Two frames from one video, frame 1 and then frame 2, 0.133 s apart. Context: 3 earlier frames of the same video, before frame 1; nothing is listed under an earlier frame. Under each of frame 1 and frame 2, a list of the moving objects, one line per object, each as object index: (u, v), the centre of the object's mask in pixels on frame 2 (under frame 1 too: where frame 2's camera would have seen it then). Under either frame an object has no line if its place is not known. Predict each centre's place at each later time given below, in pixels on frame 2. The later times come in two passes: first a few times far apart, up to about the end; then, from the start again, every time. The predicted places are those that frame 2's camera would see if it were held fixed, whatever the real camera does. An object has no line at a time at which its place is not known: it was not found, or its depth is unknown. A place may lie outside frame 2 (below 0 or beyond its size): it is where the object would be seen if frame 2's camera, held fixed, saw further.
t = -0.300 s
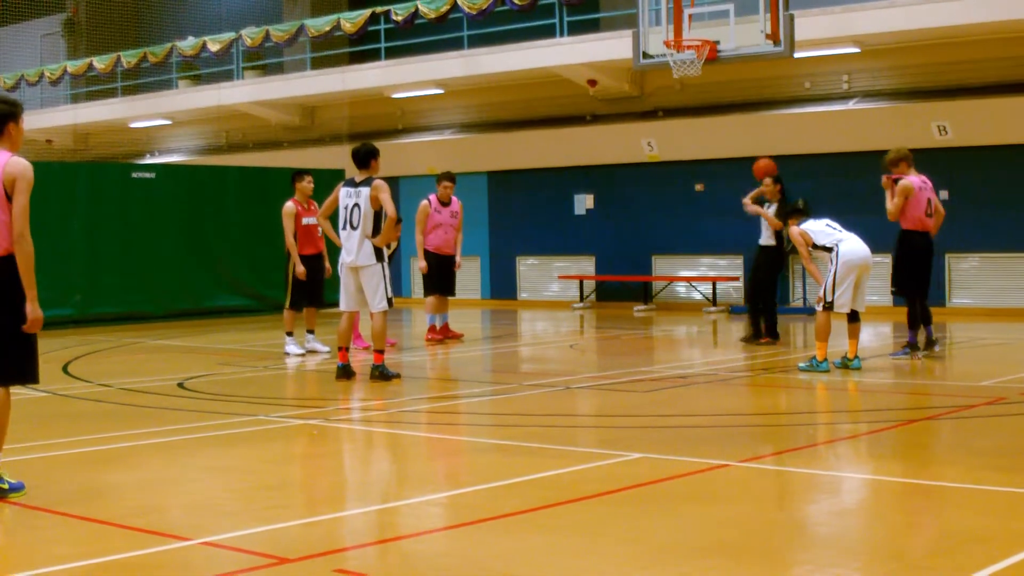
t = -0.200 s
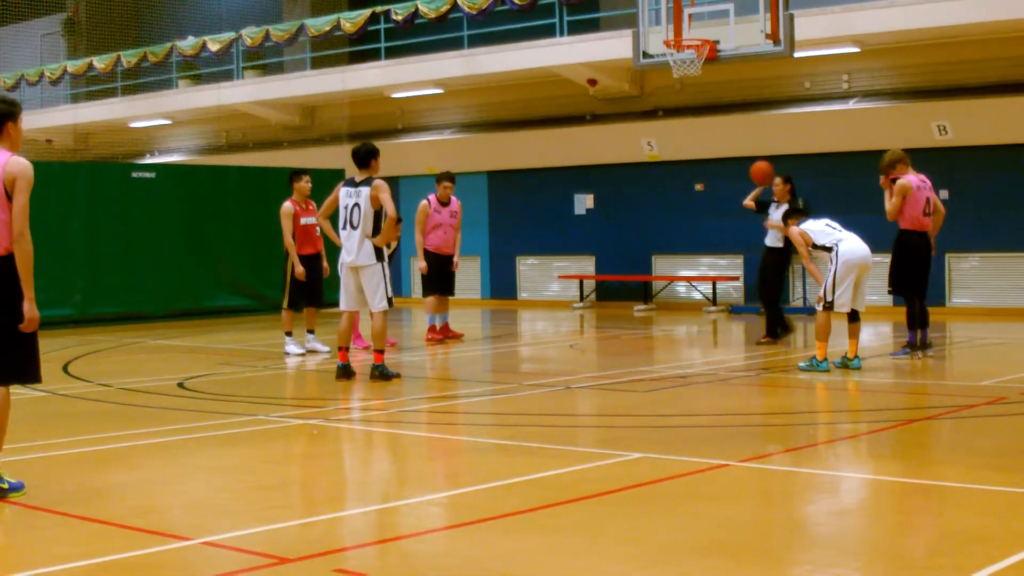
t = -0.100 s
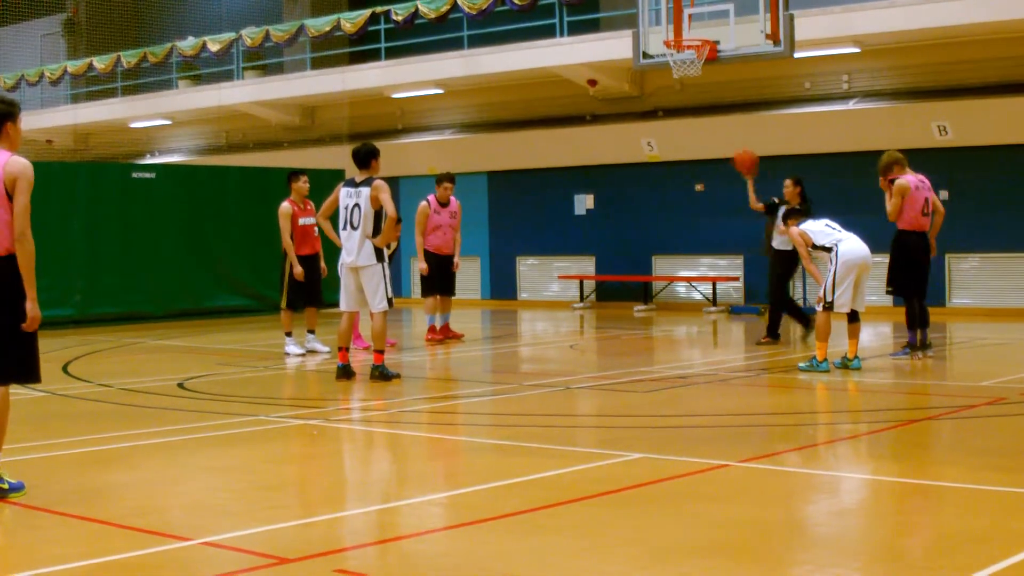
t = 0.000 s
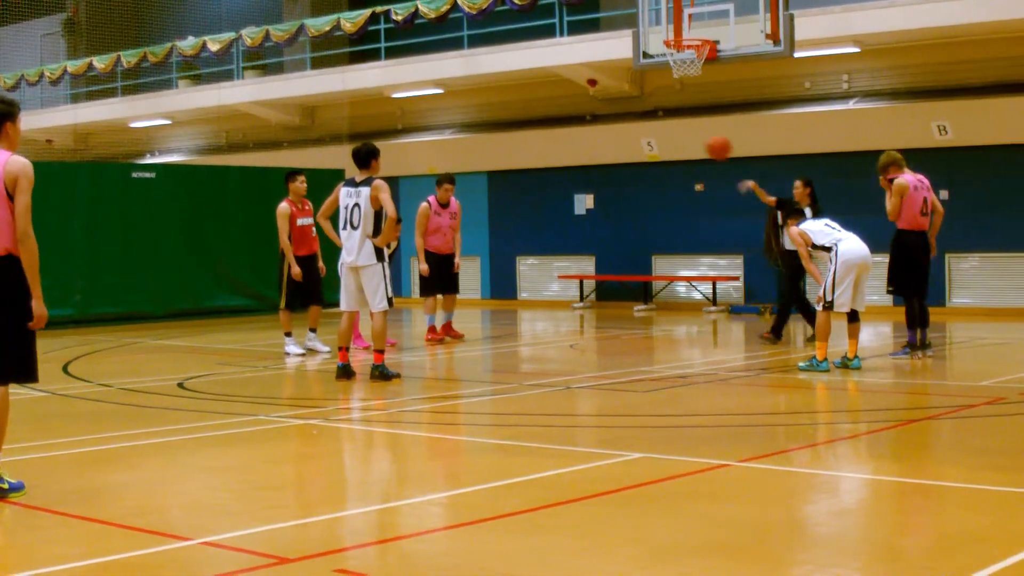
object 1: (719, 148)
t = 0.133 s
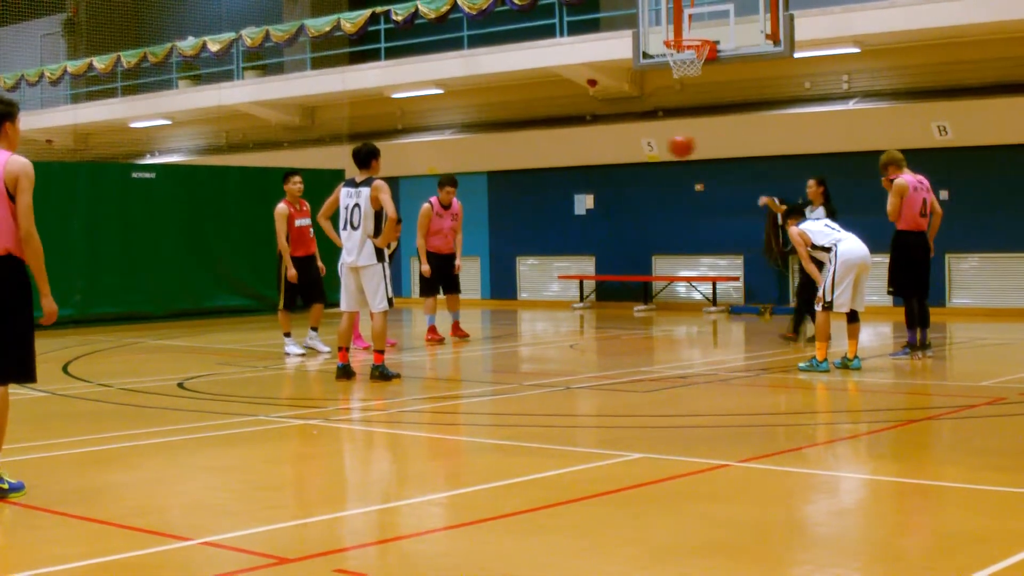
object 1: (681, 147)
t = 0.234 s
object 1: (653, 157)
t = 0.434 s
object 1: (594, 213)
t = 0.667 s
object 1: (517, 348)
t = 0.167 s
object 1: (672, 148)
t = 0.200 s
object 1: (663, 152)
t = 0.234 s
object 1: (653, 157)
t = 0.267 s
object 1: (642, 165)
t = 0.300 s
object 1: (632, 172)
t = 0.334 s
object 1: (623, 179)
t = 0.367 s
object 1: (613, 188)
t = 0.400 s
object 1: (604, 199)
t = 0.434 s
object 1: (594, 213)
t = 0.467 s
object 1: (582, 228)
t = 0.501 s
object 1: (572, 241)
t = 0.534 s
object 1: (563, 256)
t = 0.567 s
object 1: (550, 279)
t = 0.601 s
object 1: (540, 298)
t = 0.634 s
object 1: (528, 323)
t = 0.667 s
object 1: (517, 348)
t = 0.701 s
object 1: (509, 344)
